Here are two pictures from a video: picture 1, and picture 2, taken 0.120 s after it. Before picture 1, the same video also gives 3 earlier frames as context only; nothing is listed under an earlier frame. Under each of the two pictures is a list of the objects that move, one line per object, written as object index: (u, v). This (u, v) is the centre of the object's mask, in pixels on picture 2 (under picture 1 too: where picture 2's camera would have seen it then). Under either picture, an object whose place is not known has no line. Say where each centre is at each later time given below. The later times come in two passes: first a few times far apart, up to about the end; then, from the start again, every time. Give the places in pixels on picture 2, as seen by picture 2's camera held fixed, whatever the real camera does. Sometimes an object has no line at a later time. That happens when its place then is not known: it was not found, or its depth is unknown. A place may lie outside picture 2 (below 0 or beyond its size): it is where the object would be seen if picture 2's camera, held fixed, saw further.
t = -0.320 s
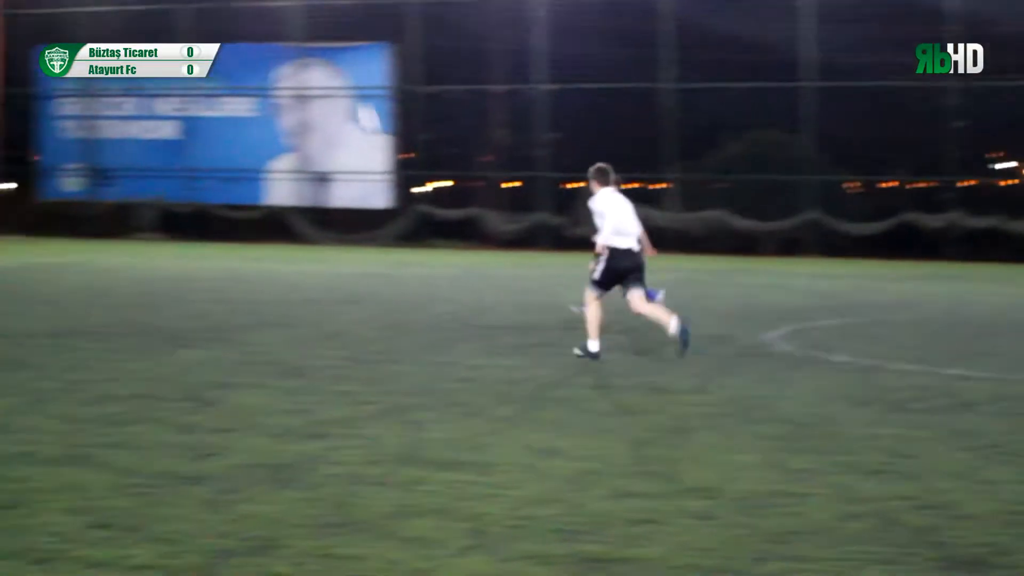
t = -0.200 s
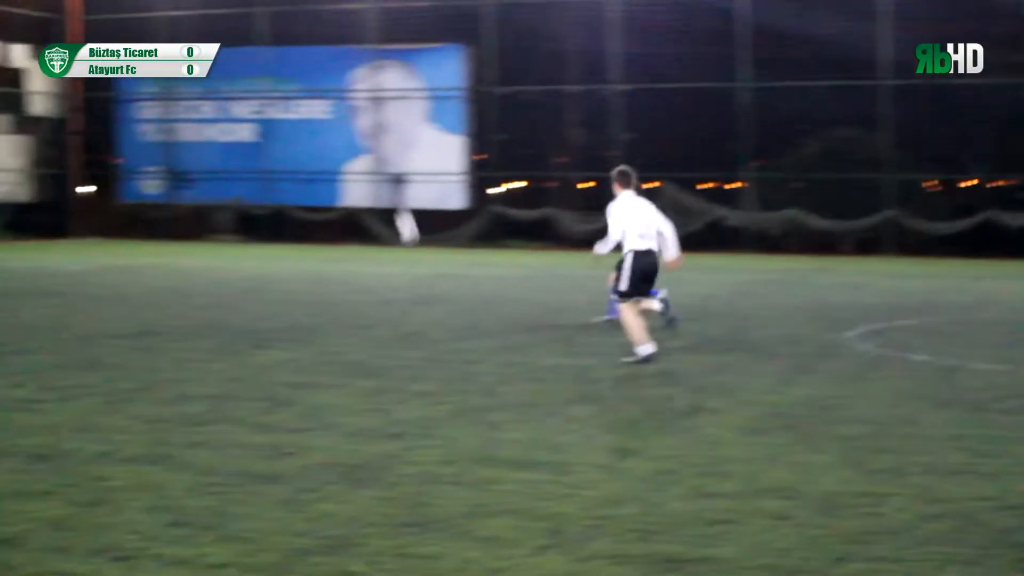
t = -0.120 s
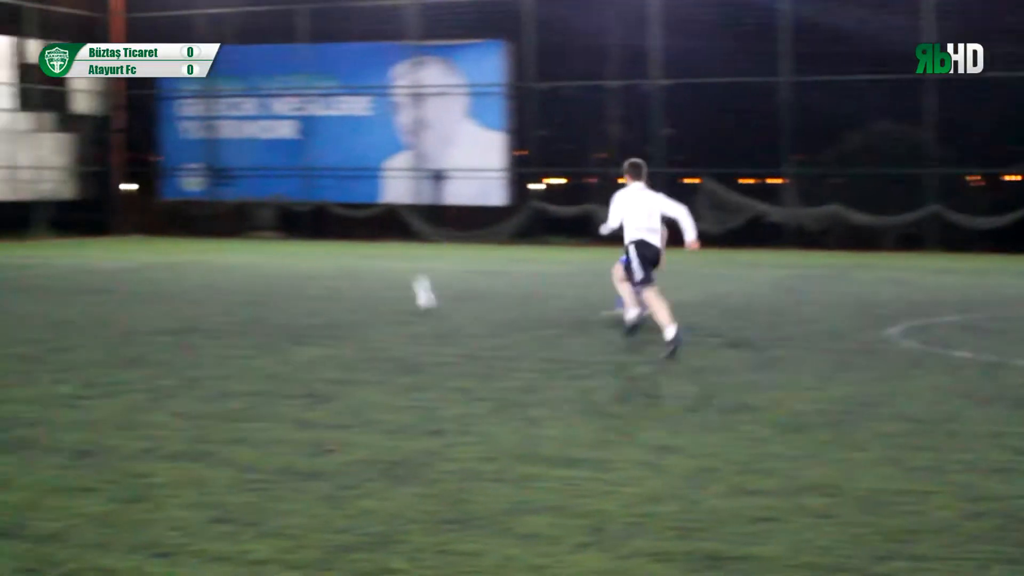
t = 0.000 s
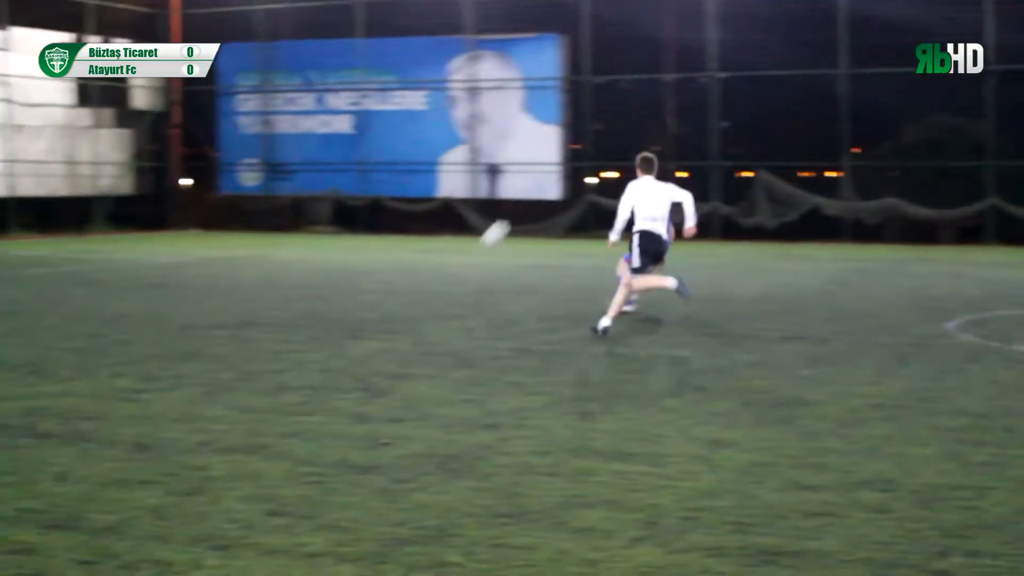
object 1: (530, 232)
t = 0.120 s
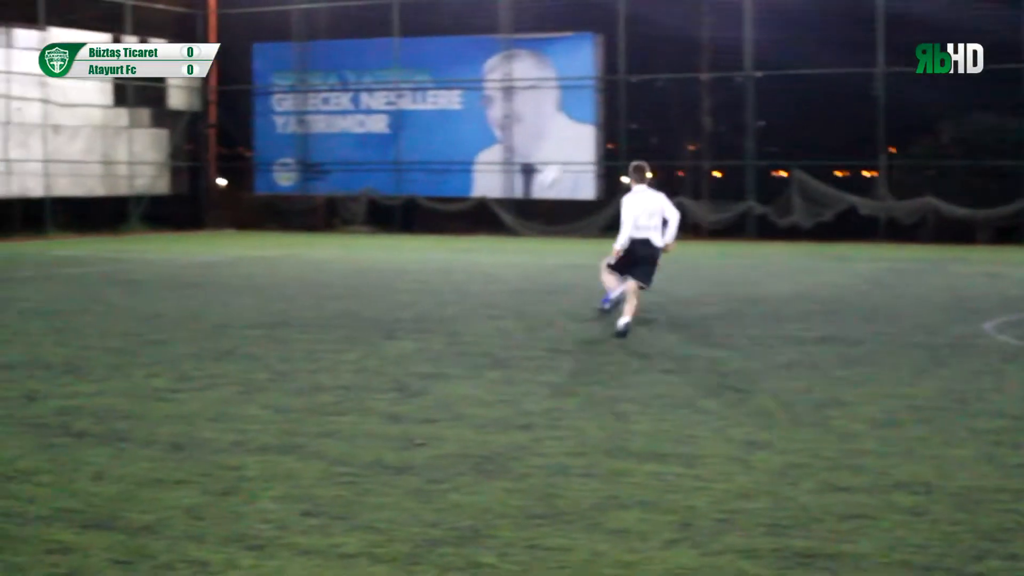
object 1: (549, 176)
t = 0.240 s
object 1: (573, 129)
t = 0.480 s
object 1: (613, 76)
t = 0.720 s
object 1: (650, 68)
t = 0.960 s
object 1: (684, 107)
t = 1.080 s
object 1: (700, 144)
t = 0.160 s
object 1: (557, 158)
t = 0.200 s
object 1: (565, 144)
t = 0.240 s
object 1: (573, 129)
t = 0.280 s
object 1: (580, 117)
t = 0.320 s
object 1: (586, 106)
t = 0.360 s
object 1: (593, 96)
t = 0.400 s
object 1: (600, 88)
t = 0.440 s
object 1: (606, 81)
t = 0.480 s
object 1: (613, 76)
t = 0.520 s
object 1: (619, 71)
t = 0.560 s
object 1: (625, 68)
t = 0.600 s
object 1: (632, 66)
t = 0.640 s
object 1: (638, 66)
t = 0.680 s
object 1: (644, 67)
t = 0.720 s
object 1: (650, 68)
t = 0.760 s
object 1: (656, 71)
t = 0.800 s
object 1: (662, 76)
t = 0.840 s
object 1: (668, 82)
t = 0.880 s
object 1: (673, 89)
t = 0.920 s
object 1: (678, 97)
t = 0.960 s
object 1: (684, 107)
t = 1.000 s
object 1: (689, 118)
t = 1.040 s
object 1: (695, 130)
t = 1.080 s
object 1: (700, 144)
